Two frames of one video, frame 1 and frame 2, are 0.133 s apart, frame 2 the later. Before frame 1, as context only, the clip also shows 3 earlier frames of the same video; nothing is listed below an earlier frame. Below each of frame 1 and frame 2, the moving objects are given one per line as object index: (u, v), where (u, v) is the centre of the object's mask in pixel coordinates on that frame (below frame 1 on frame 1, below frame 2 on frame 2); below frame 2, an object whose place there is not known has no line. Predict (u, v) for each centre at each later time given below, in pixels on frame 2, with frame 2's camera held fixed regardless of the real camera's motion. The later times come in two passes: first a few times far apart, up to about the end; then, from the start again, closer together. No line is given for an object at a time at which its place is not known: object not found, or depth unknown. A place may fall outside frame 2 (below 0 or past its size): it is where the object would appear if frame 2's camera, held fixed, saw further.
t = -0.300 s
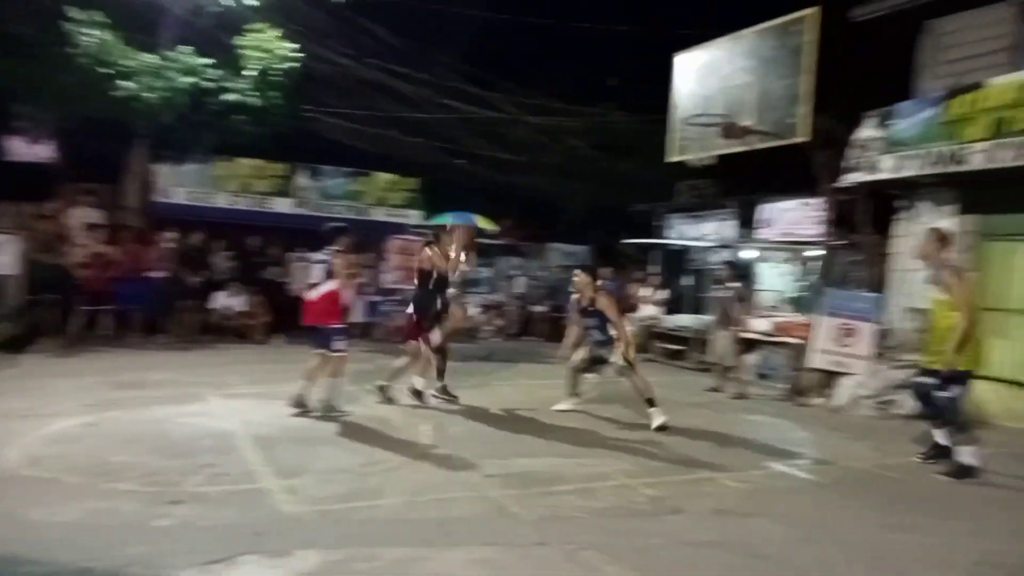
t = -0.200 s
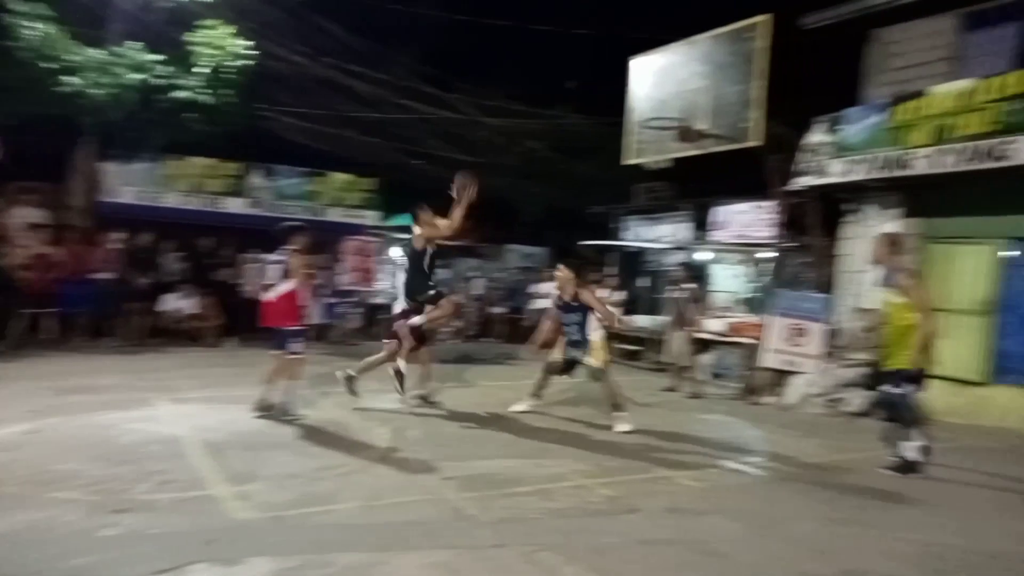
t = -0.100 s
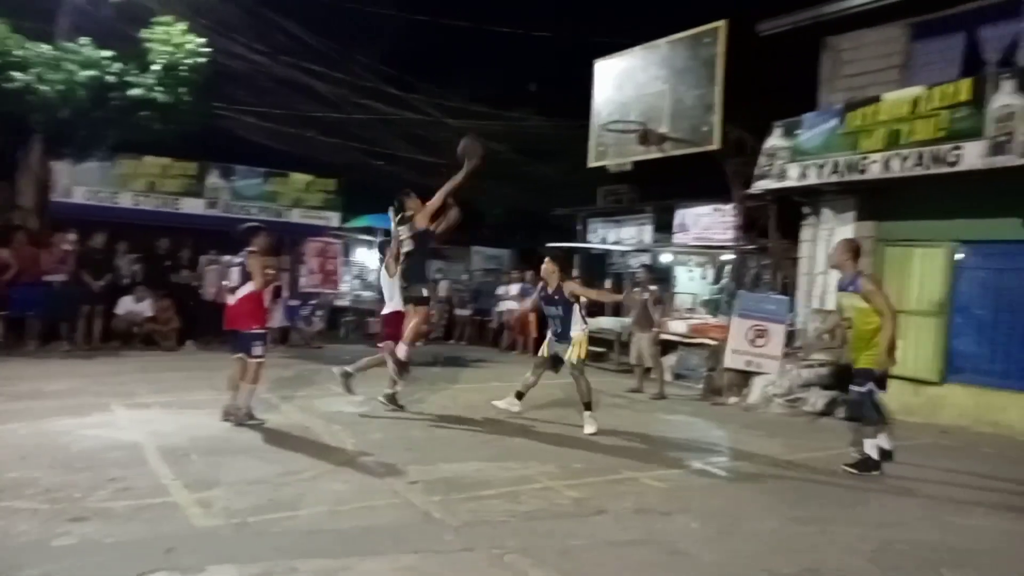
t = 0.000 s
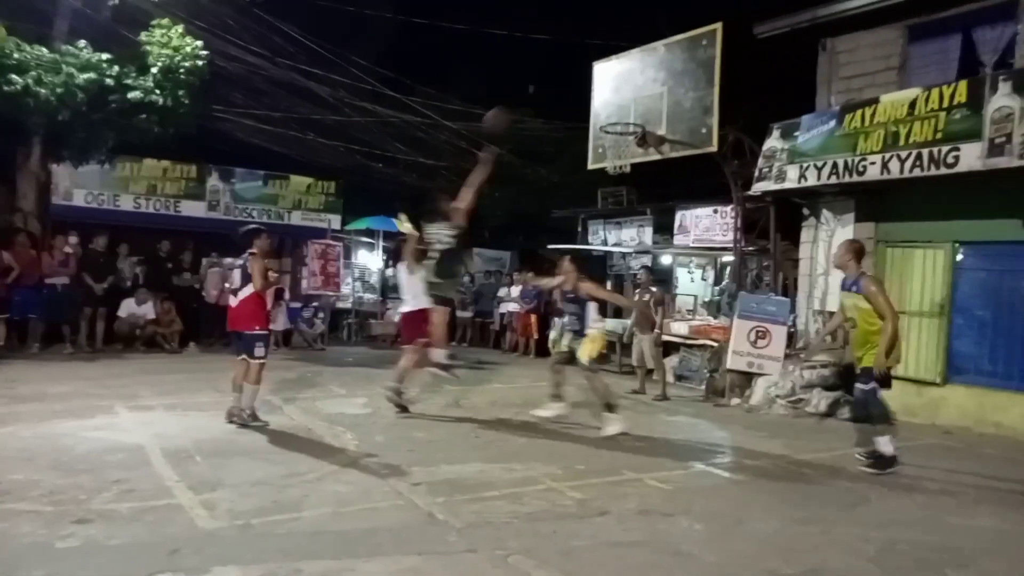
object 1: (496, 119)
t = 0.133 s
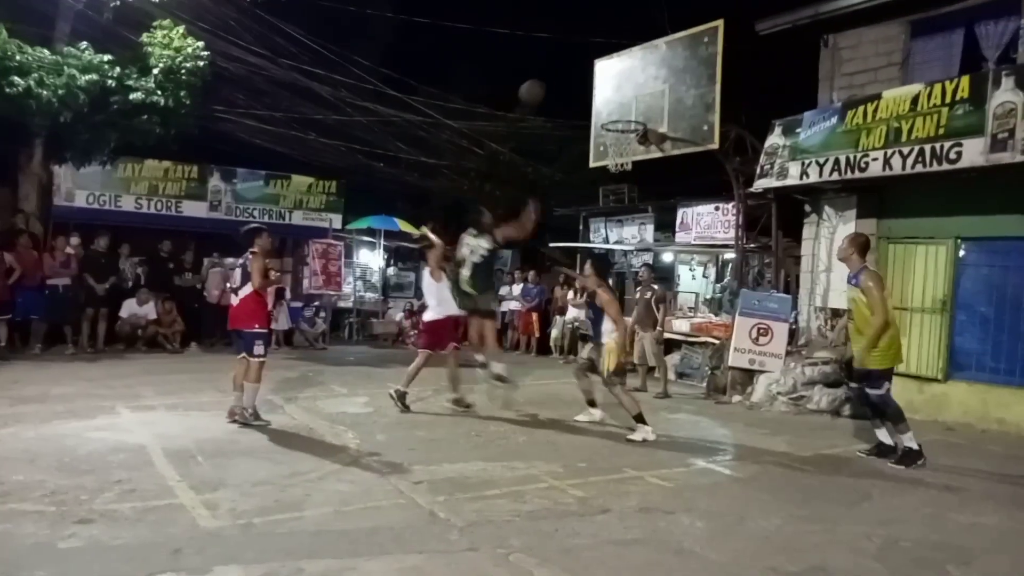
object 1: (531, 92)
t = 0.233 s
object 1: (553, 84)
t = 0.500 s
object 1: (607, 108)
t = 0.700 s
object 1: (633, 87)
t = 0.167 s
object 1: (539, 88)
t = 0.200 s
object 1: (546, 86)
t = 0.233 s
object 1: (553, 84)
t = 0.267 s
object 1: (561, 84)
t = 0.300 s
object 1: (569, 85)
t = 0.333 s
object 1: (576, 87)
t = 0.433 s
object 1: (599, 102)
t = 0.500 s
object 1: (607, 108)
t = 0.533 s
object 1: (613, 108)
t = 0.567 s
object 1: (617, 102)
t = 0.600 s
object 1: (621, 97)
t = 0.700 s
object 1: (633, 87)
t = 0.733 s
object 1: (637, 86)
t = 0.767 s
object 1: (641, 86)
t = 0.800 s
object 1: (645, 87)
